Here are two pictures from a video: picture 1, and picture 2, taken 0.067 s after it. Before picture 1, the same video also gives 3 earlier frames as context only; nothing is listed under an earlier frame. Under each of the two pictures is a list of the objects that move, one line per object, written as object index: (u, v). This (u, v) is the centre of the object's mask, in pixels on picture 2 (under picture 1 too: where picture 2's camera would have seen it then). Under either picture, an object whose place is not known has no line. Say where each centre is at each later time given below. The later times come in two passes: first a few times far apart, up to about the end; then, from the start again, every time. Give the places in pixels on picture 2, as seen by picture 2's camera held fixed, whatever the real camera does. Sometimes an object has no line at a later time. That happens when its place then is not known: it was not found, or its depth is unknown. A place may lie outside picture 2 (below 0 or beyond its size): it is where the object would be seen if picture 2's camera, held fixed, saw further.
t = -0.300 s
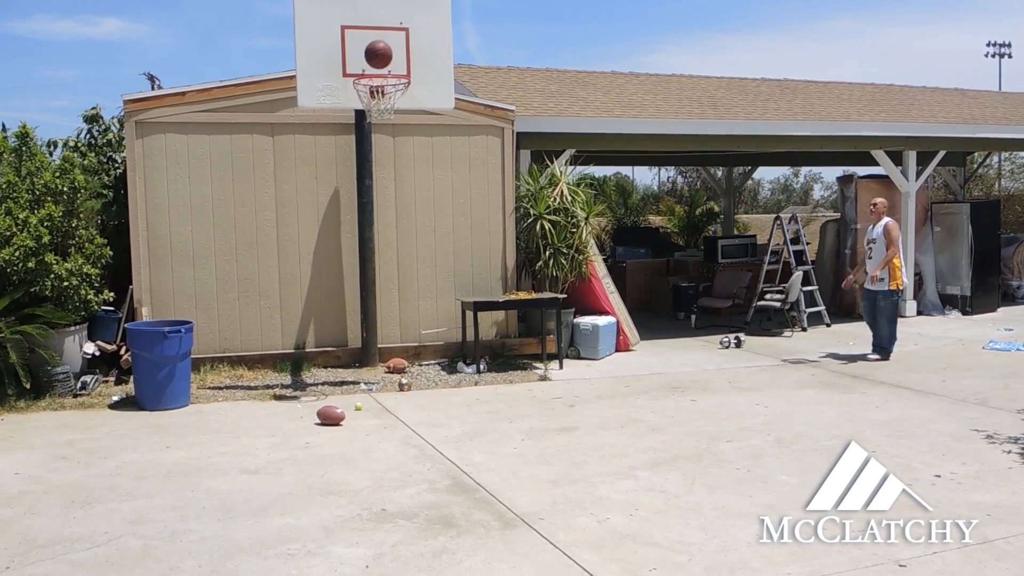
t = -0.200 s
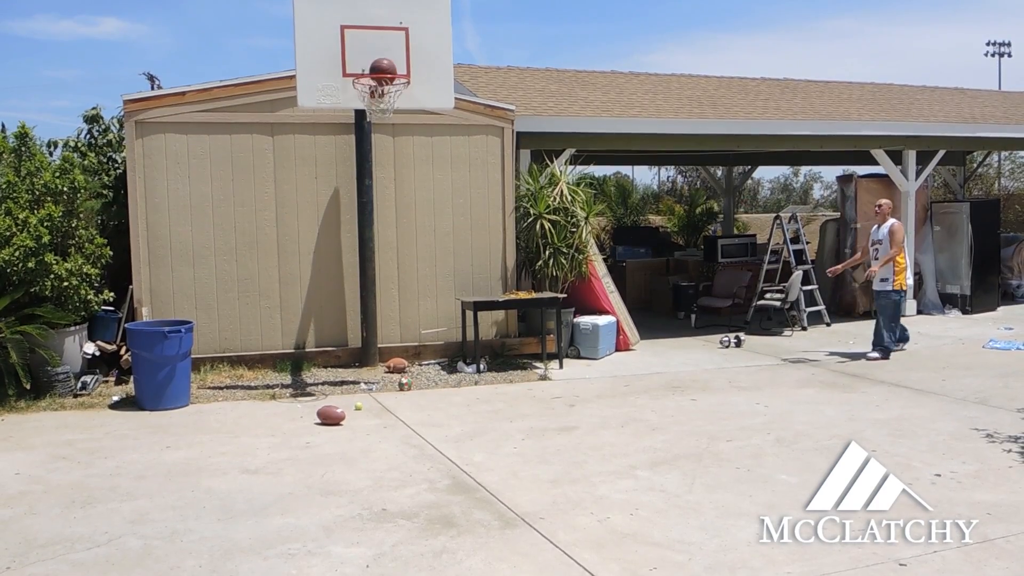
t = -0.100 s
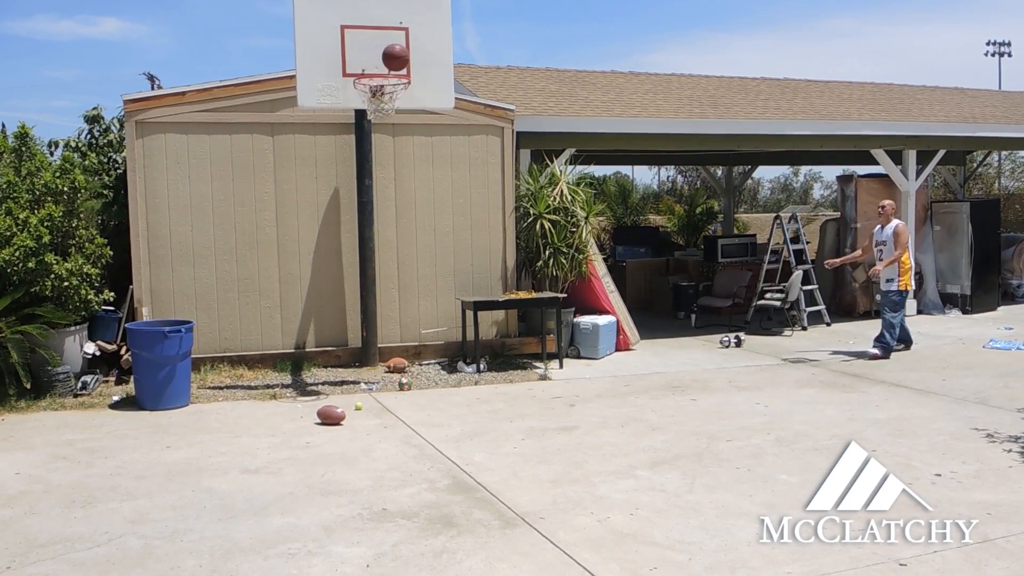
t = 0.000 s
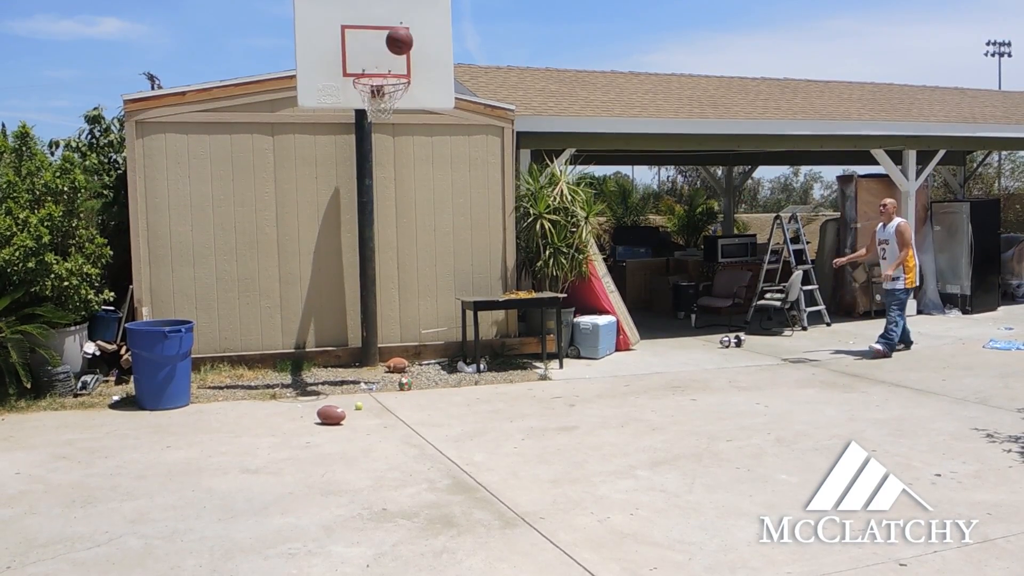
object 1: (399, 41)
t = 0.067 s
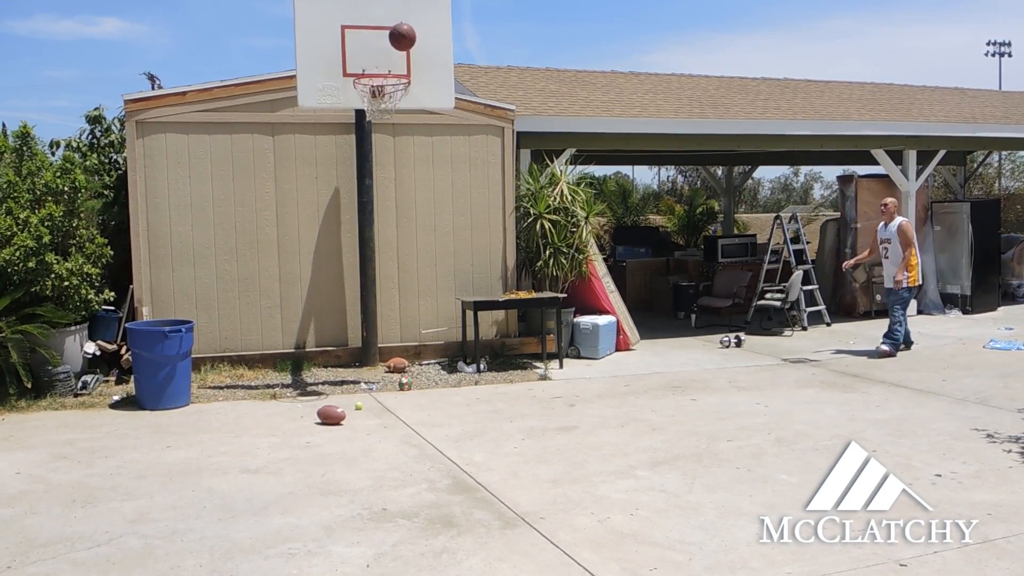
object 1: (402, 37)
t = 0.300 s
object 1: (413, 61)
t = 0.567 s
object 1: (449, 82)
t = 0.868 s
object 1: (493, 191)
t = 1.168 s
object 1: (534, 381)
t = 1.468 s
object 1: (568, 243)
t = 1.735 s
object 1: (597, 202)
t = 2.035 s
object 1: (630, 246)
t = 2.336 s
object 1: (661, 375)
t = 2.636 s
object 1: (690, 279)
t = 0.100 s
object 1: (404, 37)
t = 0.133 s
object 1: (405, 37)
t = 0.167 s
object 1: (406, 39)
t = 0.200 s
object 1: (408, 43)
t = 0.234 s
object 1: (409, 48)
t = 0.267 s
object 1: (411, 54)
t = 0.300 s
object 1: (413, 61)
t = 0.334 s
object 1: (415, 67)
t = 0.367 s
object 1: (420, 66)
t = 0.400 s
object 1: (425, 65)
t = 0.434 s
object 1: (429, 66)
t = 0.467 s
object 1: (434, 68)
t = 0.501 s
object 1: (439, 72)
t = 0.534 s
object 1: (444, 76)
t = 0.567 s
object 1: (449, 82)
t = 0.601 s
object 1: (454, 90)
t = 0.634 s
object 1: (459, 98)
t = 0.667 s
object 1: (464, 107)
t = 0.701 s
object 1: (468, 118)
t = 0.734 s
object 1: (473, 131)
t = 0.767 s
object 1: (478, 144)
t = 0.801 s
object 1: (483, 158)
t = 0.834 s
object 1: (488, 174)
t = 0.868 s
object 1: (493, 191)
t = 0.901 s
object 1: (498, 209)
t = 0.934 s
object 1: (502, 228)
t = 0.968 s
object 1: (507, 249)
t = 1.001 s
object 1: (512, 270)
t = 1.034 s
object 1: (516, 292)
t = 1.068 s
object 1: (521, 316)
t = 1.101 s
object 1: (526, 341)
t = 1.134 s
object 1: (530, 365)
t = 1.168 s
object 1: (534, 381)
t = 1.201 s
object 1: (538, 361)
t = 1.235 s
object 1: (542, 342)
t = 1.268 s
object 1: (545, 324)
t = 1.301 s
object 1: (549, 308)
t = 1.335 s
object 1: (553, 293)
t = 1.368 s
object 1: (557, 279)
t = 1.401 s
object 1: (561, 266)
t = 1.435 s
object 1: (564, 254)
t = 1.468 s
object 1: (568, 243)
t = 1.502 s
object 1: (572, 234)
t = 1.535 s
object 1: (575, 226)
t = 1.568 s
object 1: (579, 220)
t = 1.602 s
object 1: (582, 214)
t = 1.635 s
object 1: (586, 209)
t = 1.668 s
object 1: (590, 206)
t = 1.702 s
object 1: (594, 203)
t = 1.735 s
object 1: (597, 202)
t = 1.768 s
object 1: (601, 202)
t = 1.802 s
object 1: (604, 204)
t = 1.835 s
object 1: (608, 206)
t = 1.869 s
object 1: (612, 210)
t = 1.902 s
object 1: (615, 215)
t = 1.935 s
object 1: (619, 221)
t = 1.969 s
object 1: (623, 228)
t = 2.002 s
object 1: (626, 236)
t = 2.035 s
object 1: (630, 246)
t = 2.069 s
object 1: (634, 256)
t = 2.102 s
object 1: (637, 268)
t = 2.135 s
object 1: (641, 281)
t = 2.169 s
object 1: (644, 294)
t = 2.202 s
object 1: (648, 309)
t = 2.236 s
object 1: (651, 325)
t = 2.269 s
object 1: (655, 342)
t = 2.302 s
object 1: (658, 360)
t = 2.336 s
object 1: (661, 375)
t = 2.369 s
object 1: (664, 360)
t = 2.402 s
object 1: (668, 345)
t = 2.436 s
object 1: (671, 332)
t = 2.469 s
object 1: (674, 321)
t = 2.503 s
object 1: (677, 310)
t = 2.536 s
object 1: (680, 301)
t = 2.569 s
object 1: (684, 292)
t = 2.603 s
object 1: (687, 285)
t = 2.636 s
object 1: (690, 279)
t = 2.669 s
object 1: (693, 273)
